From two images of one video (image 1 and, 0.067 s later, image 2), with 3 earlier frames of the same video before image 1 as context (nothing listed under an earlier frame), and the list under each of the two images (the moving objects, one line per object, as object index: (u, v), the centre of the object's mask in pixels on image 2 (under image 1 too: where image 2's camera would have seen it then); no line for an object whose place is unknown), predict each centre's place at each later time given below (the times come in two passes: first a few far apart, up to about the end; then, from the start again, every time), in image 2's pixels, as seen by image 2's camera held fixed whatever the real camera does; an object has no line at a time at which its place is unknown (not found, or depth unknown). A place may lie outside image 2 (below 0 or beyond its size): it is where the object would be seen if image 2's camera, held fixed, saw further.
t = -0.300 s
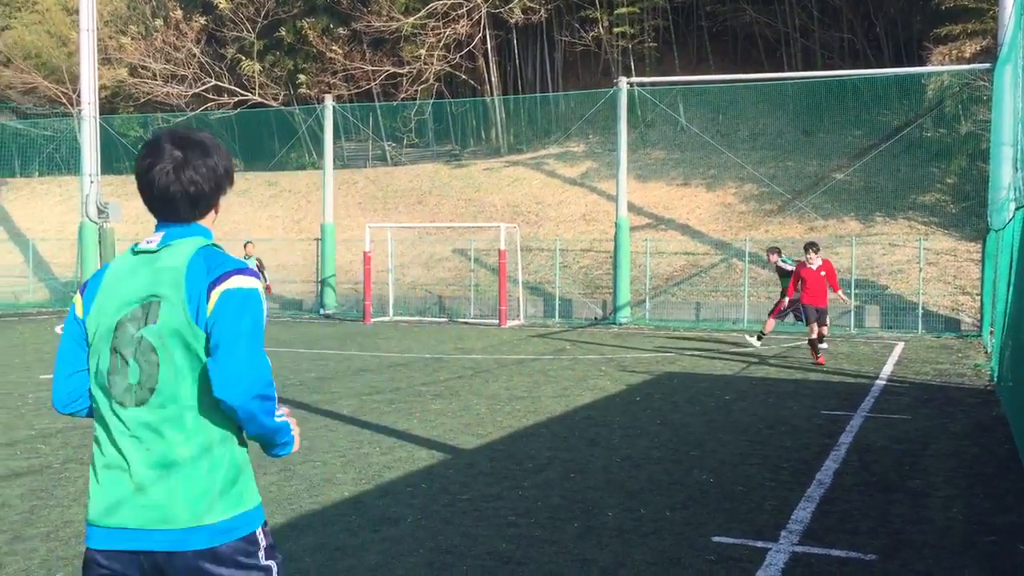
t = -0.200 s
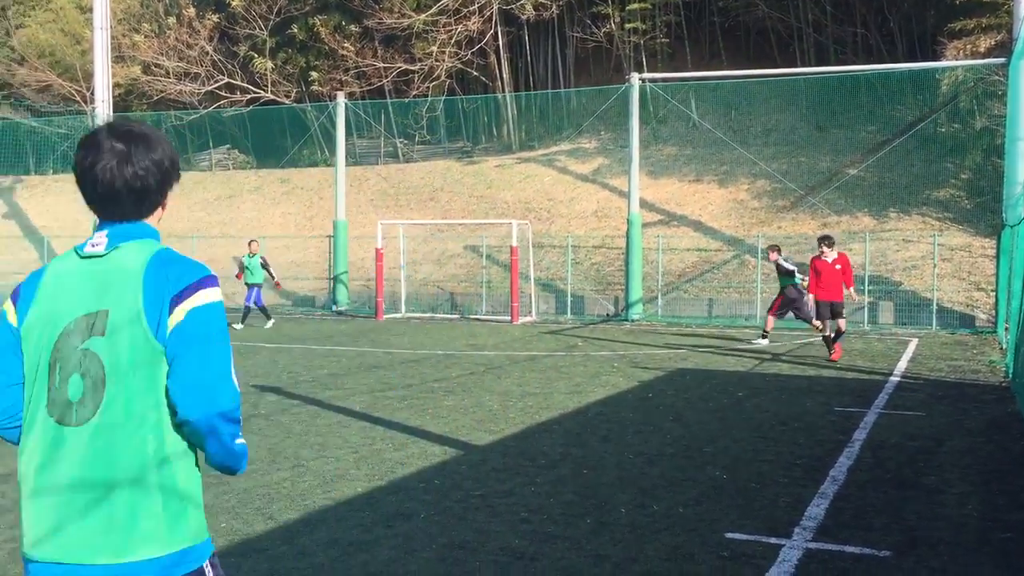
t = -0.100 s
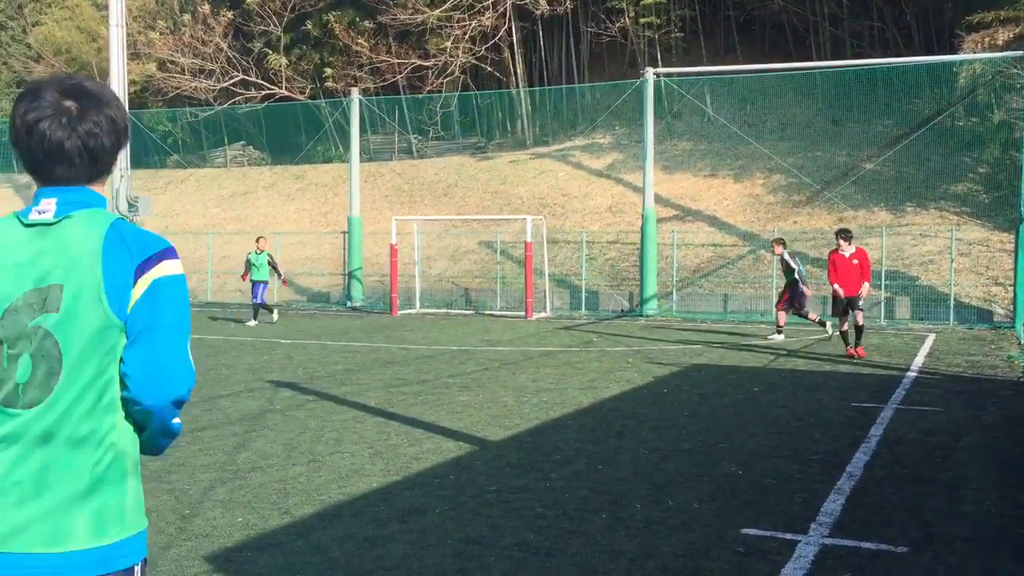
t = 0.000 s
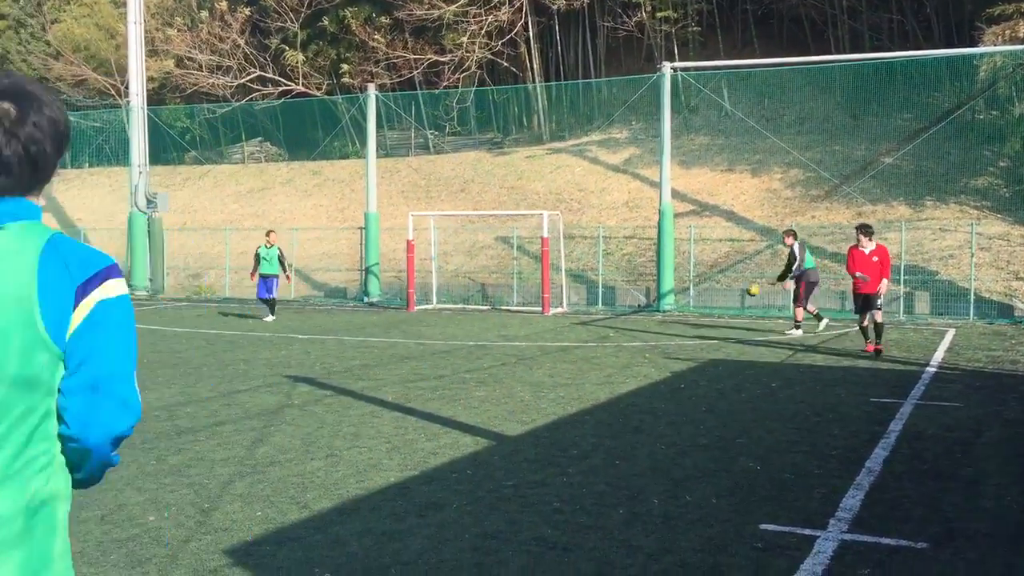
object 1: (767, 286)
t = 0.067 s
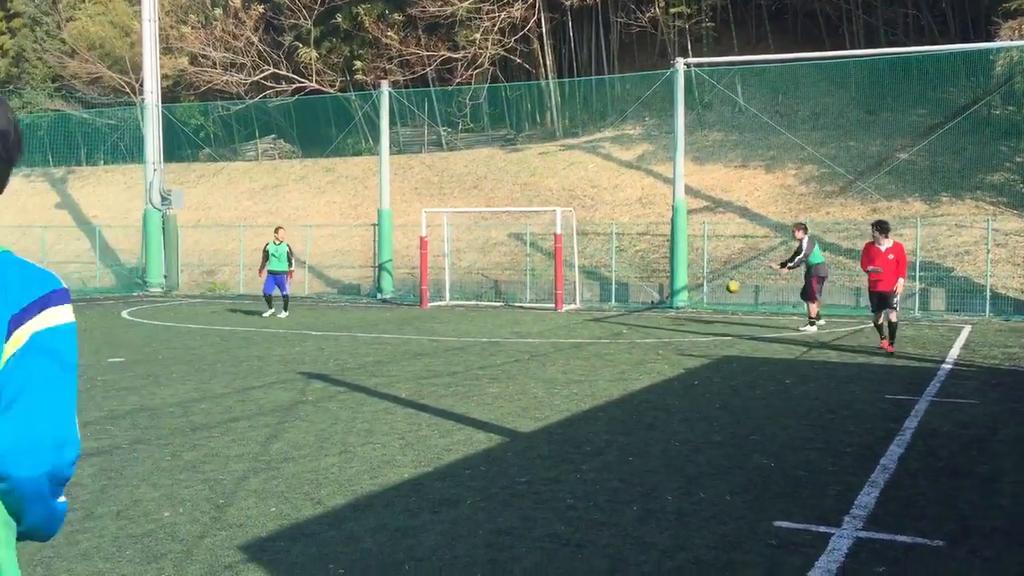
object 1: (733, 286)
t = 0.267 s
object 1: (630, 302)
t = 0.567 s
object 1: (505, 315)
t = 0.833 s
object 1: (411, 325)
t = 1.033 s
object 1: (340, 325)
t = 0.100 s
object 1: (716, 288)
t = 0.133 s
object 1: (697, 289)
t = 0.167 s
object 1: (681, 291)
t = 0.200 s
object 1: (664, 294)
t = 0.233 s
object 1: (647, 298)
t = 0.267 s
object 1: (630, 302)
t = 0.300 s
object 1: (613, 308)
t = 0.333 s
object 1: (595, 314)
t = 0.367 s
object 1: (578, 321)
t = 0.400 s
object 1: (563, 324)
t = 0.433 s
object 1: (551, 322)
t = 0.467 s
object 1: (540, 319)
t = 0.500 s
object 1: (528, 317)
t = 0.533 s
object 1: (517, 316)
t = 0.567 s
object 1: (505, 315)
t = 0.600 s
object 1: (493, 315)
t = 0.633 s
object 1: (481, 316)
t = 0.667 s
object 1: (470, 318)
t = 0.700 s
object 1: (458, 320)
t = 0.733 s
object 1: (447, 323)
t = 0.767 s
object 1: (435, 326)
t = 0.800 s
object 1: (423, 325)
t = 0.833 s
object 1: (411, 325)
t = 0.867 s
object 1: (399, 325)
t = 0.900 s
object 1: (388, 325)
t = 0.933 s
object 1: (375, 326)
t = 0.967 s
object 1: (363, 325)
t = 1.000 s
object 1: (352, 325)
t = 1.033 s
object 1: (340, 325)
